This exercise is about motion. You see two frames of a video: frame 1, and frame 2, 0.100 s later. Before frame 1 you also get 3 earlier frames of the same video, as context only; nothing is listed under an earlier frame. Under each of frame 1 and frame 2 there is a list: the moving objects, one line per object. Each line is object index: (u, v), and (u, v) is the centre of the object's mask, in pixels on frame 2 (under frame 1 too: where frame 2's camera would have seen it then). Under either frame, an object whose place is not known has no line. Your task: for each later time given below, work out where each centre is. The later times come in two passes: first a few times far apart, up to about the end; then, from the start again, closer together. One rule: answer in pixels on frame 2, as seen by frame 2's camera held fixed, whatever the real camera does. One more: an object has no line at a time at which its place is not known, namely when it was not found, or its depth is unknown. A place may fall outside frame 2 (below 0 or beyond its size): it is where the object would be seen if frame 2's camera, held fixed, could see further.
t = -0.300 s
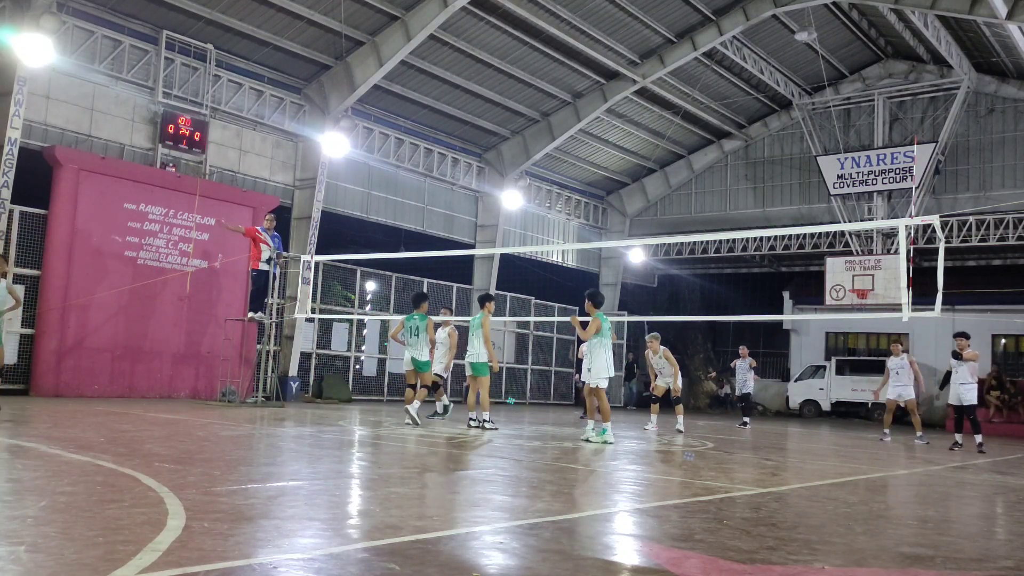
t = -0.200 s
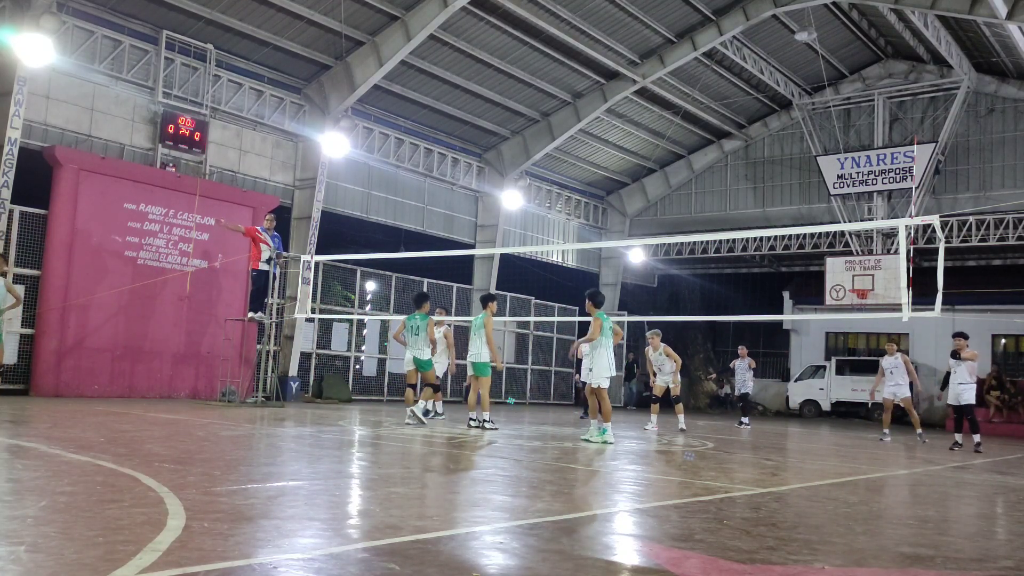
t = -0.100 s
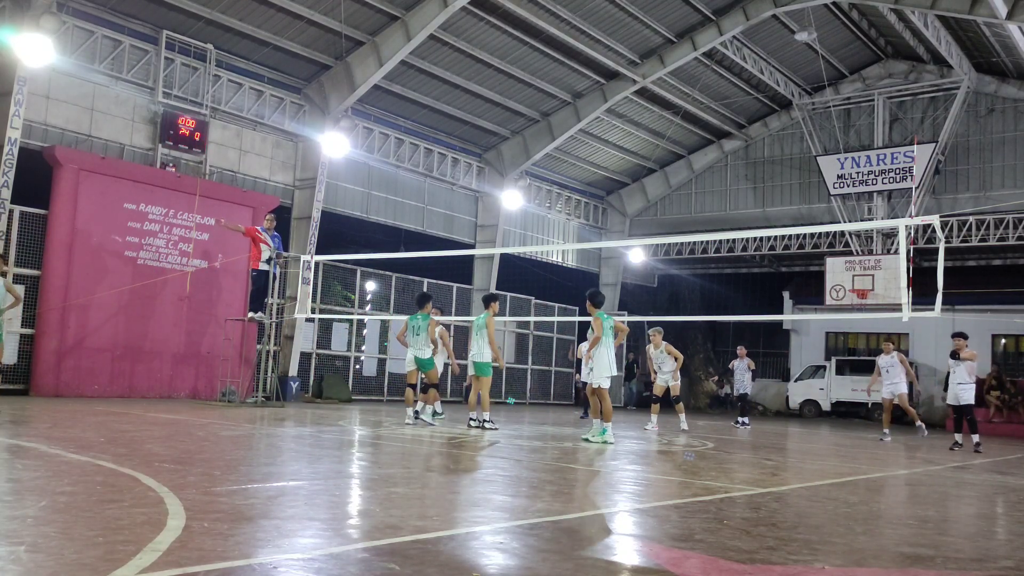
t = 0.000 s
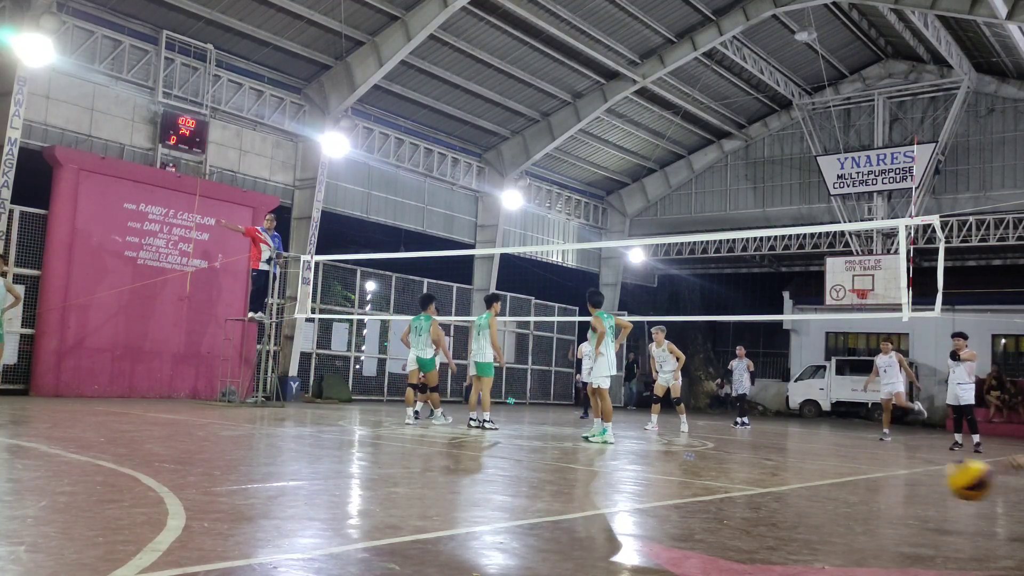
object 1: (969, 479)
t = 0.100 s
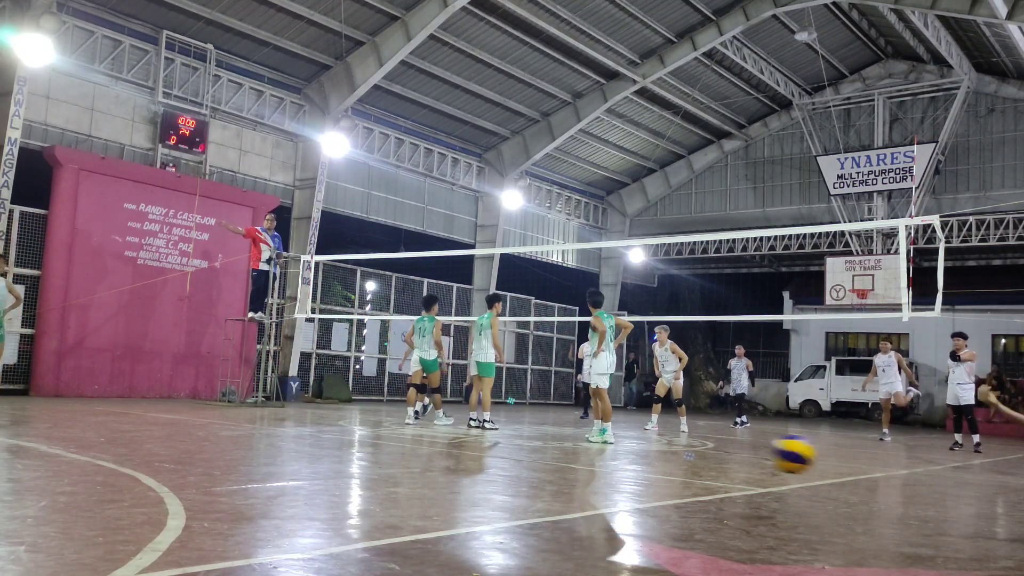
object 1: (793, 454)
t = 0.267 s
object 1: (527, 455)
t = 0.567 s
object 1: (206, 424)
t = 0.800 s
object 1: (8, 432)
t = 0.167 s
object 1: (686, 448)
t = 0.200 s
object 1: (632, 447)
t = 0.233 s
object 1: (577, 450)
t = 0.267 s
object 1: (527, 455)
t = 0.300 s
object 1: (476, 461)
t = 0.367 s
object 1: (390, 464)
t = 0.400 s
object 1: (359, 452)
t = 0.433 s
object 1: (329, 442)
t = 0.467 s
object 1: (296, 434)
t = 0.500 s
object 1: (266, 428)
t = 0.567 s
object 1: (206, 424)
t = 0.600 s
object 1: (176, 424)
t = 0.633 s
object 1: (146, 427)
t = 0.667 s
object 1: (114, 431)
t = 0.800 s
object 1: (8, 432)
